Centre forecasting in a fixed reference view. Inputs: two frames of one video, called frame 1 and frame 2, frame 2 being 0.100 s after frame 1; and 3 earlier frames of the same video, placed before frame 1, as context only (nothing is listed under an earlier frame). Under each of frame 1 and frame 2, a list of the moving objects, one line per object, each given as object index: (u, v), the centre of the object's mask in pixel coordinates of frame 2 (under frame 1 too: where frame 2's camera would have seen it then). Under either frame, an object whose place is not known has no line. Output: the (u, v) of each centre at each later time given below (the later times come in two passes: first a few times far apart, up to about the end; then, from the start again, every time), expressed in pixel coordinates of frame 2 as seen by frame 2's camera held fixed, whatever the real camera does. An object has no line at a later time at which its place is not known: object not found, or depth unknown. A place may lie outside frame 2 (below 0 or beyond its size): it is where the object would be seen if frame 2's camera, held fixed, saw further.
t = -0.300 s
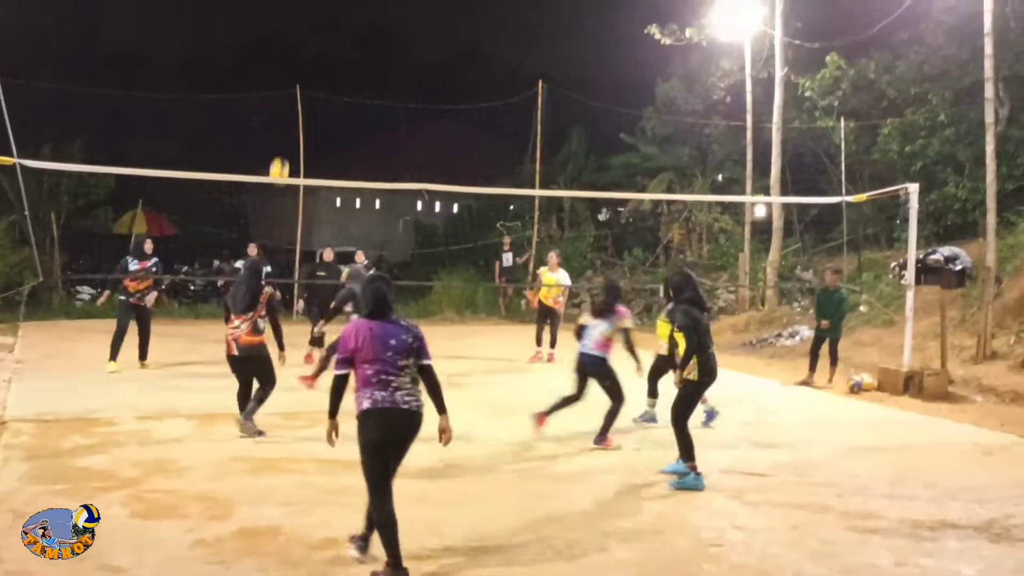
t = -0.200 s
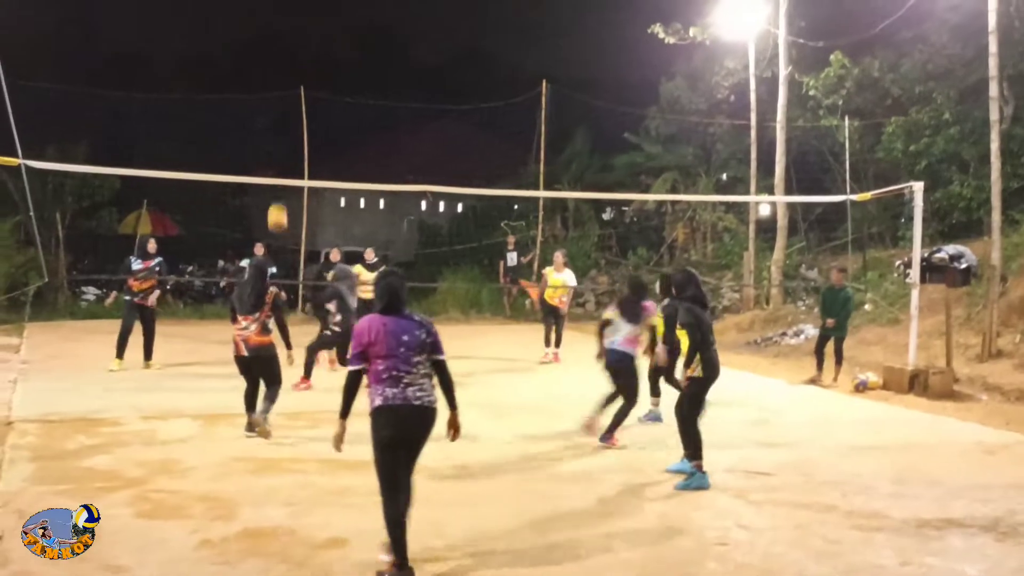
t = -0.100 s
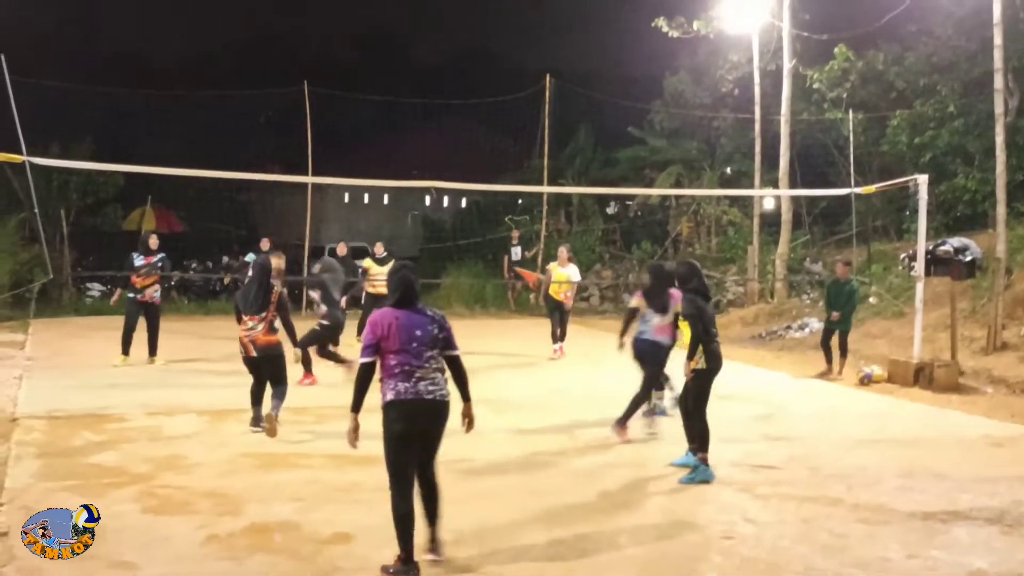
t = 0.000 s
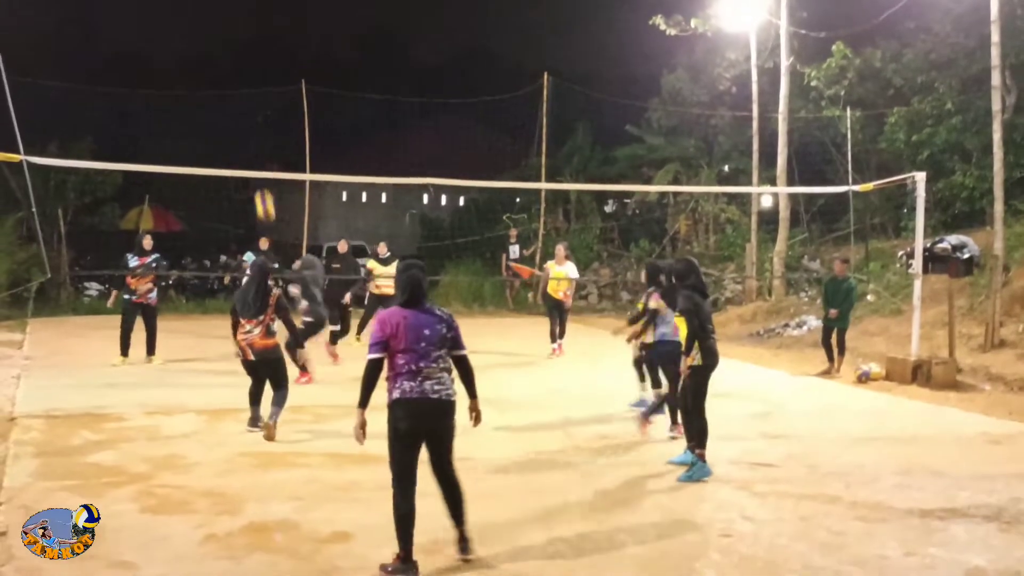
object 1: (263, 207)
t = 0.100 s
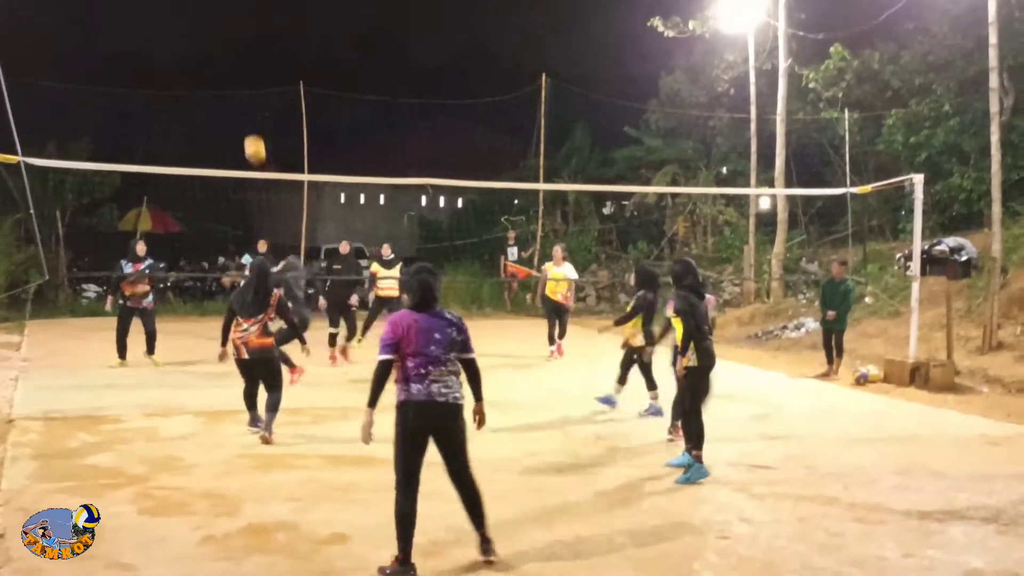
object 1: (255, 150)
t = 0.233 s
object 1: (243, 82)
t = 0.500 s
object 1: (217, -8)
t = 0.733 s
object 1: (190, -33)
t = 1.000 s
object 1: (160, 12)
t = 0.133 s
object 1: (252, 131)
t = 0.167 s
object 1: (249, 115)
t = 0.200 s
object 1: (246, 98)
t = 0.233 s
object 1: (243, 82)
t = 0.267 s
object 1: (239, 68)
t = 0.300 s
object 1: (236, 54)
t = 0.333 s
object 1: (233, 41)
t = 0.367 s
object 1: (230, 30)
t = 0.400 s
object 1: (227, 19)
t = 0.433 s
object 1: (224, 9)
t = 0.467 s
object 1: (220, 0)
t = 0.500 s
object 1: (217, -8)
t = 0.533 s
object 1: (213, -15)
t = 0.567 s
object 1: (210, -21)
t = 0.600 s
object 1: (206, -26)
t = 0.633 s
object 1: (202, -30)
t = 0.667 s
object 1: (198, -32)
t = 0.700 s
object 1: (194, -34)
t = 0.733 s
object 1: (190, -33)
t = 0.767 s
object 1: (185, -31)
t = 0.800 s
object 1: (181, -29)
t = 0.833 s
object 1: (178, -25)
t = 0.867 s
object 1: (174, -20)
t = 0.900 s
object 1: (170, -14)
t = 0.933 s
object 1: (167, -6)
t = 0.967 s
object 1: (163, 2)
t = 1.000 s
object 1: (160, 12)
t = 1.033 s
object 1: (156, 23)
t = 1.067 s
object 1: (153, 35)
